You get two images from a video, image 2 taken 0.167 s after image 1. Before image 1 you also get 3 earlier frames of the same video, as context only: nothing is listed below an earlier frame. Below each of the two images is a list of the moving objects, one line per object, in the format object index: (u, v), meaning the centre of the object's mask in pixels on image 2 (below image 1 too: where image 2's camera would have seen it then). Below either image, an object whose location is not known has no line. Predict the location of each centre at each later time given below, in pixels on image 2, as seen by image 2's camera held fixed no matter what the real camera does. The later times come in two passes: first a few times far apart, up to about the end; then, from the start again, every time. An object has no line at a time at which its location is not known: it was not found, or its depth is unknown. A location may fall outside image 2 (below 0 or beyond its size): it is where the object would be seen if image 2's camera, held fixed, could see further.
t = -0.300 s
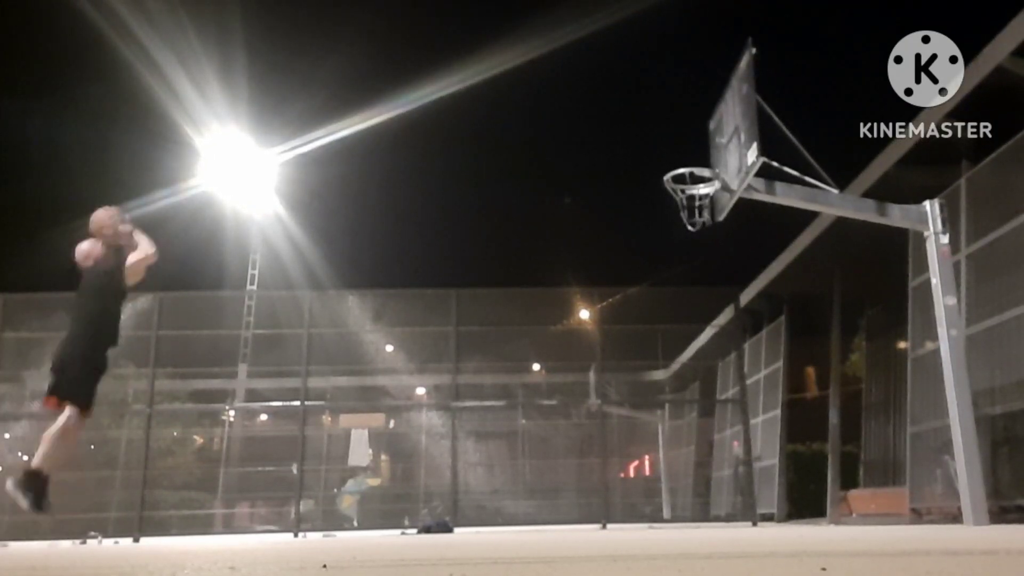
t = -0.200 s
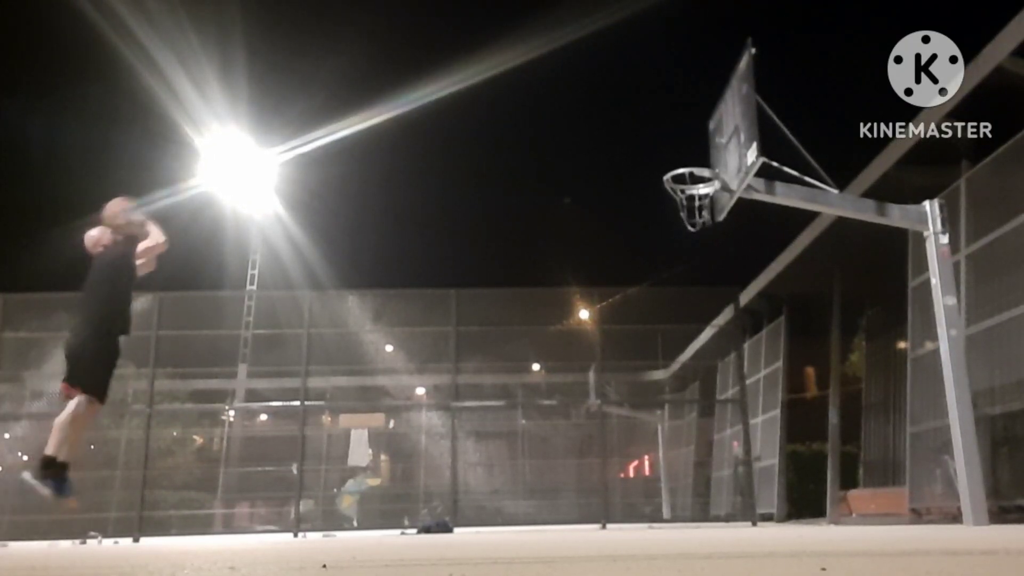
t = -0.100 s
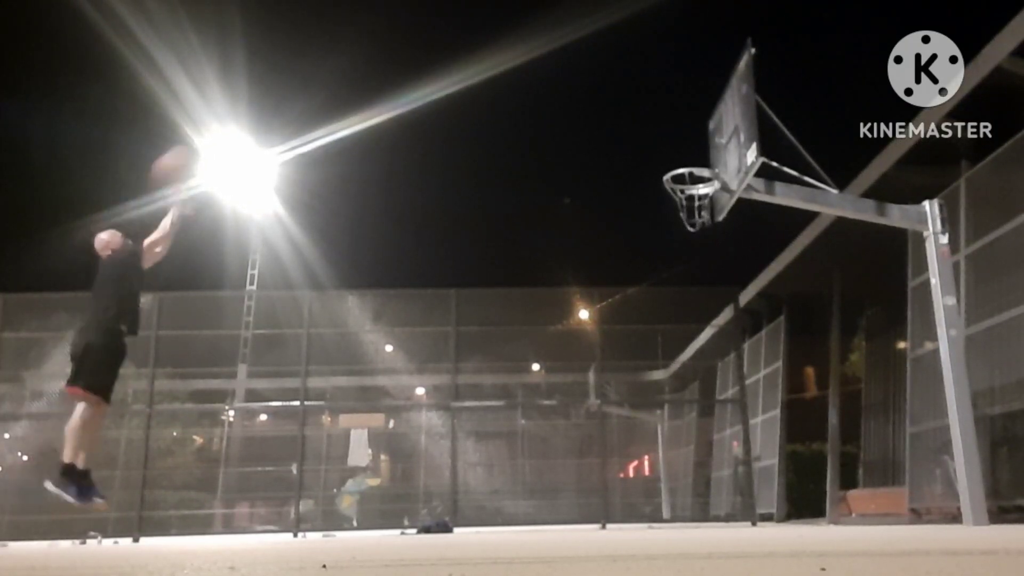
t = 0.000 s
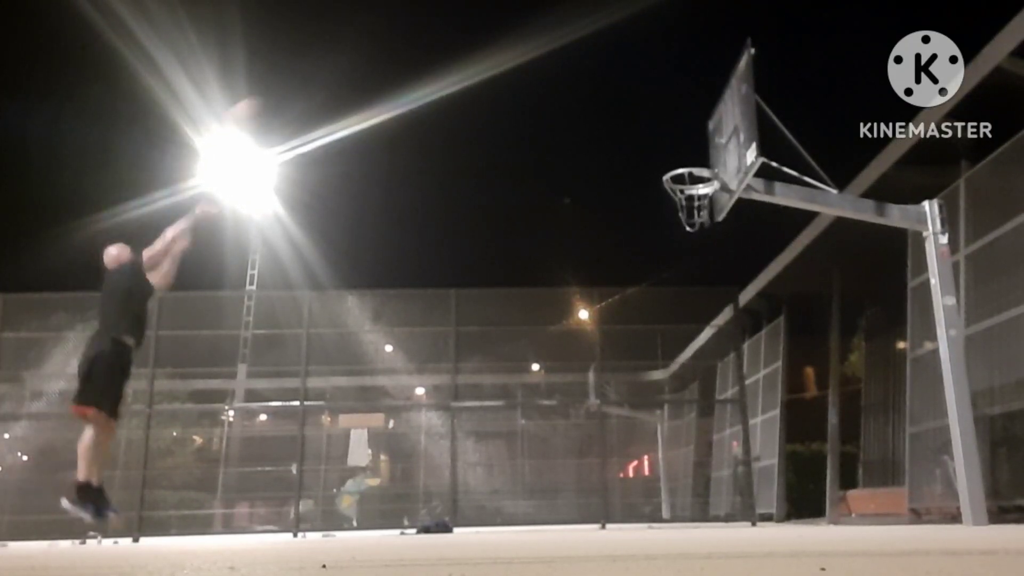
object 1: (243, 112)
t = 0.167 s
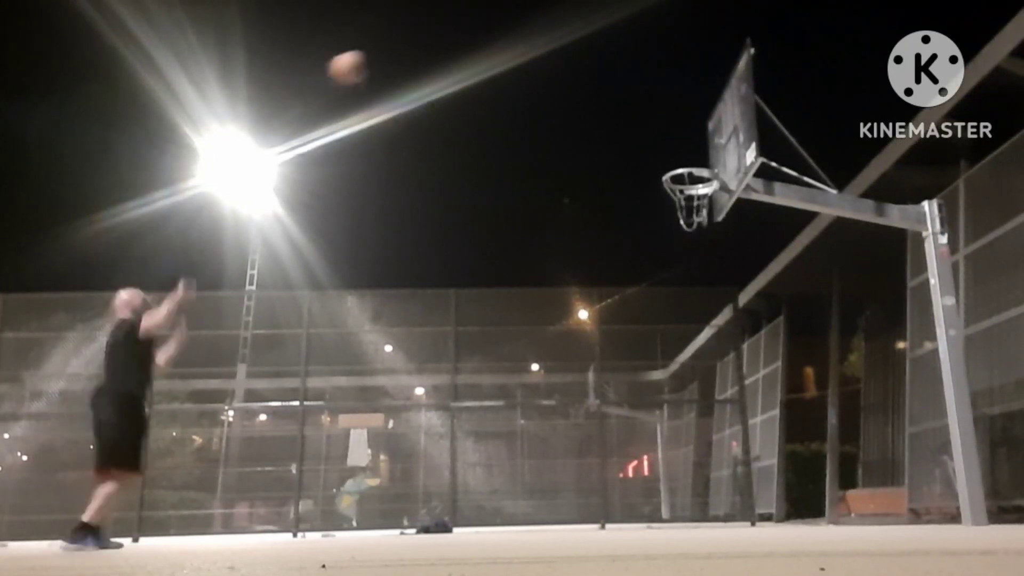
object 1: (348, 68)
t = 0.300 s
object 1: (423, 53)
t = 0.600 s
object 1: (577, 88)
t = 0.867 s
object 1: (700, 190)
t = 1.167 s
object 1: (698, 172)
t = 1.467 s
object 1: (693, 202)
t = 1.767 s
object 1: (694, 217)
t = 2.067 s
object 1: (694, 276)
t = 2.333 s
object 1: (697, 412)
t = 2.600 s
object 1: (697, 442)
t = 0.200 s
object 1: (367, 62)
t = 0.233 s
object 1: (386, 58)
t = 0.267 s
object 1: (404, 55)
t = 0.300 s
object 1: (423, 53)
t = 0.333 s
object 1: (441, 53)
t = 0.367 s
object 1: (459, 53)
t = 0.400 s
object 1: (476, 54)
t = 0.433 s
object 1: (493, 57)
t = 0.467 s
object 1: (511, 61)
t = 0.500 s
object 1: (527, 66)
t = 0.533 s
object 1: (544, 73)
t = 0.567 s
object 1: (561, 80)
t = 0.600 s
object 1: (577, 88)
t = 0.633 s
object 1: (592, 97)
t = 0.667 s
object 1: (608, 108)
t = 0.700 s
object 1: (624, 119)
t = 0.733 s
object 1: (640, 133)
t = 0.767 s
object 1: (656, 146)
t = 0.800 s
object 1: (669, 157)
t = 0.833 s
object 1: (683, 172)
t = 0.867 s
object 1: (700, 190)
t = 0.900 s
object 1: (703, 189)
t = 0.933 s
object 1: (701, 188)
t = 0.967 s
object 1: (699, 183)
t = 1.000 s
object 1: (698, 174)
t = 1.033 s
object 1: (695, 171)
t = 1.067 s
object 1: (696, 168)
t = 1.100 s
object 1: (697, 168)
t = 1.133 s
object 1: (697, 169)
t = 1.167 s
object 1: (698, 172)
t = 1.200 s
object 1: (697, 173)
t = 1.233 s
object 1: (696, 176)
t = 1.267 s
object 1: (695, 179)
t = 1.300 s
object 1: (693, 182)
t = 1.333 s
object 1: (693, 186)
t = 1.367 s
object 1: (693, 191)
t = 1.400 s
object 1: (692, 197)
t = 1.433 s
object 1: (692, 201)
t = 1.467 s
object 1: (693, 202)
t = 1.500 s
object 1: (692, 203)
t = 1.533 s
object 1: (692, 203)
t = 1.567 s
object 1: (693, 206)
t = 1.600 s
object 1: (693, 208)
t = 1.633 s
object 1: (694, 211)
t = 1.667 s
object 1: (695, 213)
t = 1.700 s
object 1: (694, 216)
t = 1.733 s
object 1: (694, 216)
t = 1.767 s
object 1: (694, 217)
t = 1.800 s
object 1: (694, 219)
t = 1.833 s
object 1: (695, 222)
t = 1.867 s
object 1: (693, 227)
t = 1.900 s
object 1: (693, 232)
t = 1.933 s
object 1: (693, 238)
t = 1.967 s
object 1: (693, 245)
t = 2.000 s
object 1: (693, 255)
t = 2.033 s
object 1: (693, 264)
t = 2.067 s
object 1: (694, 276)
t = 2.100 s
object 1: (694, 288)
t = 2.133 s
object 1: (694, 301)
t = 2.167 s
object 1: (694, 316)
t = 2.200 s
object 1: (695, 331)
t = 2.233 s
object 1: (695, 352)
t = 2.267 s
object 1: (696, 371)
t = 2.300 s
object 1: (696, 390)
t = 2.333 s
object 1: (697, 412)
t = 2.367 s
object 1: (698, 435)
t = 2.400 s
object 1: (699, 462)
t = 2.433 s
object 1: (699, 489)
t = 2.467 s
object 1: (702, 512)
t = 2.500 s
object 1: (700, 497)
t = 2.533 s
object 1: (699, 478)
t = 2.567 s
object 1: (699, 459)
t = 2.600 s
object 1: (697, 442)
